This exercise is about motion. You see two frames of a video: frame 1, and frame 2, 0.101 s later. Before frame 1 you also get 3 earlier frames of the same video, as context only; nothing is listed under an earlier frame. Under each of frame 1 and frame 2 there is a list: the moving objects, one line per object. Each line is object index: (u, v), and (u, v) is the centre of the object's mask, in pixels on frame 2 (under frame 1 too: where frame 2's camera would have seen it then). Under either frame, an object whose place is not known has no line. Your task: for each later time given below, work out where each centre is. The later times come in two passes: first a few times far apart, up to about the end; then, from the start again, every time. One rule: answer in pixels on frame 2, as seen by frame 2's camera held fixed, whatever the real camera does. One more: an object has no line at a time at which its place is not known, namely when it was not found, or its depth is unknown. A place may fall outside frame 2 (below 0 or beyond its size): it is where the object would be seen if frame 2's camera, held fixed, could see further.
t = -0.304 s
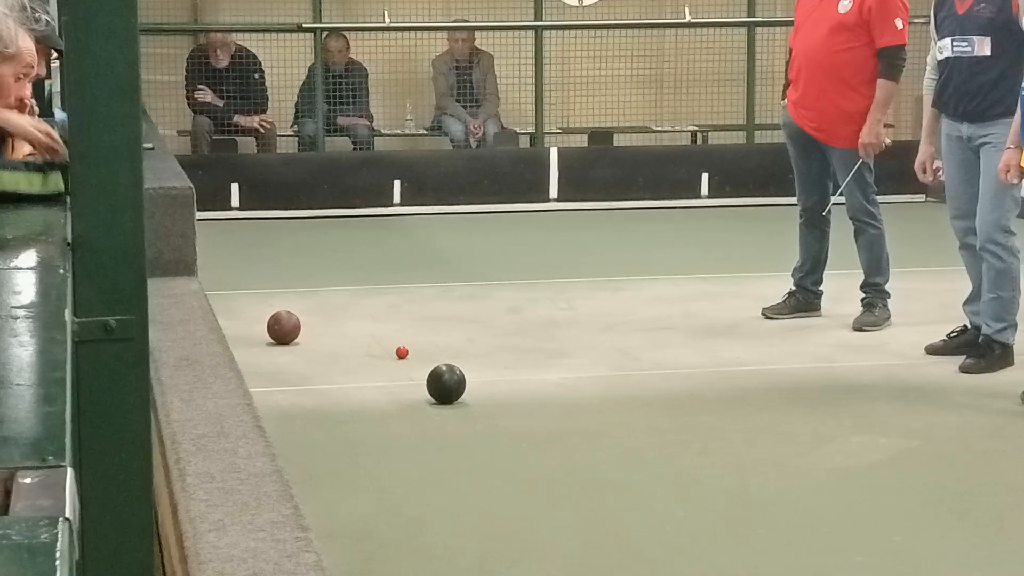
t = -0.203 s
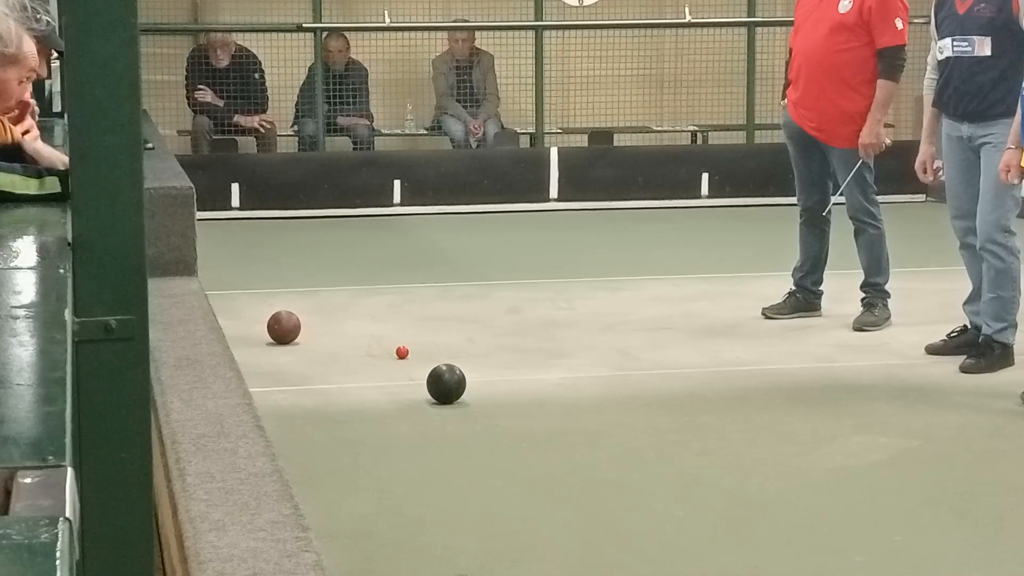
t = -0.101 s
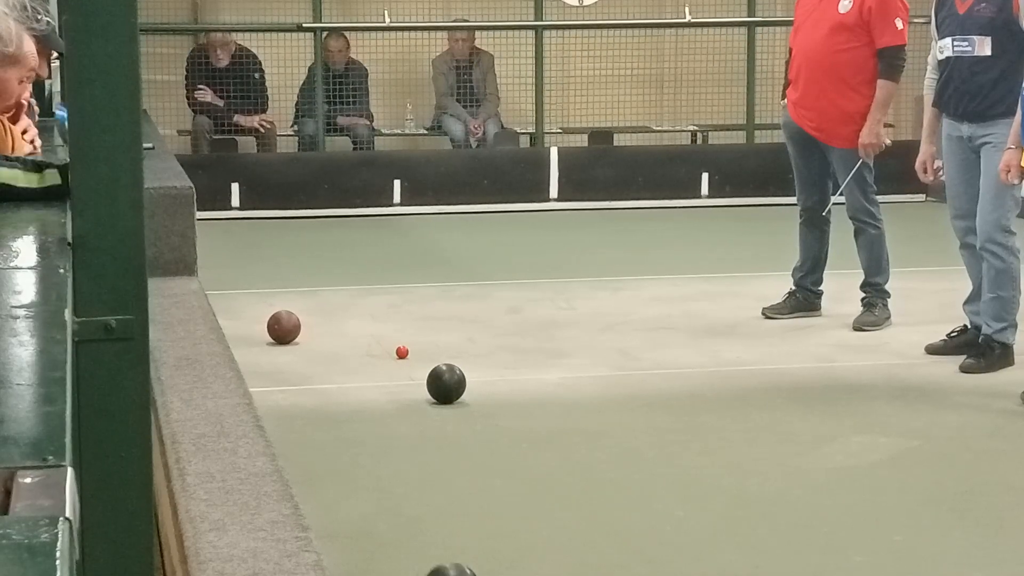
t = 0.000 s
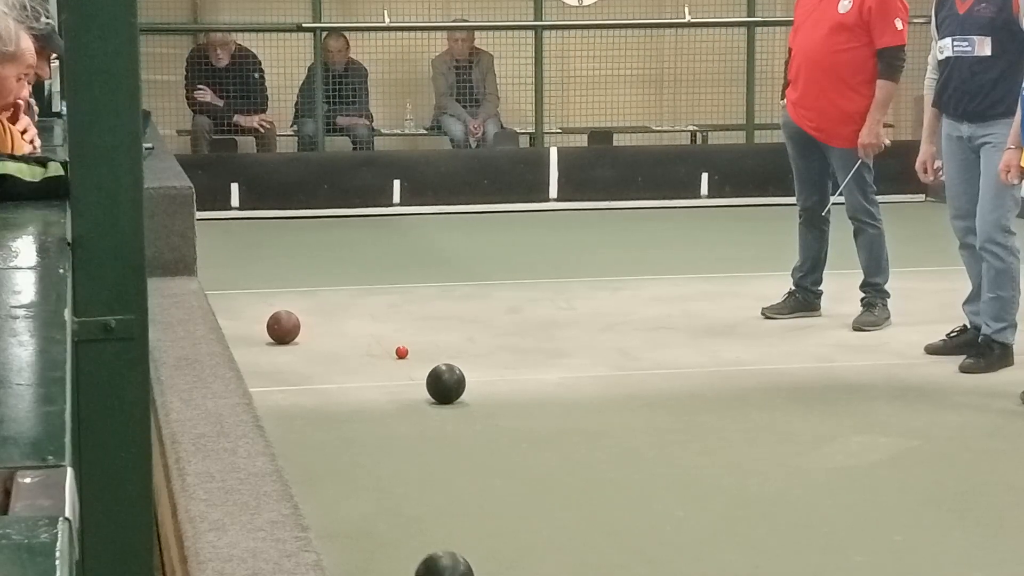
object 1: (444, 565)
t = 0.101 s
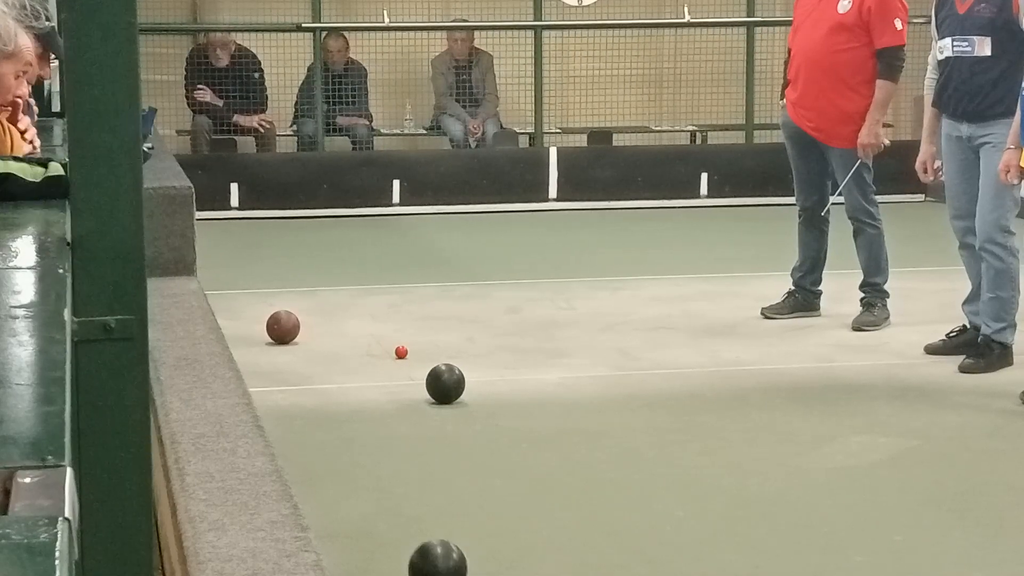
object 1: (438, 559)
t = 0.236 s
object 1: (430, 552)
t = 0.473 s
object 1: (419, 531)
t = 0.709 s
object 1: (410, 510)
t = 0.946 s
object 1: (402, 492)
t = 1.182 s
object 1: (396, 475)
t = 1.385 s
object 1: (391, 461)
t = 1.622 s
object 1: (388, 447)
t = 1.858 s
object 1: (385, 435)
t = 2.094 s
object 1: (382, 423)
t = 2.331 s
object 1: (380, 412)
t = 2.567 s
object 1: (378, 403)
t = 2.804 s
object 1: (376, 394)
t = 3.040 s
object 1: (374, 386)
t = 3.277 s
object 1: (374, 378)
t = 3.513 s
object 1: (374, 372)
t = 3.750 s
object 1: (374, 366)
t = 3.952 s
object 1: (374, 361)
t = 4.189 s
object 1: (373, 356)
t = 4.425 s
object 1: (370, 351)
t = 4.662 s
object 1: (368, 347)
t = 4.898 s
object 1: (366, 343)
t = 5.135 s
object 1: (364, 339)
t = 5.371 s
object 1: (363, 336)
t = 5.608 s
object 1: (361, 334)
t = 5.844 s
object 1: (360, 331)
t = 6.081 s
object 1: (359, 329)
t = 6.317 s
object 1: (359, 328)
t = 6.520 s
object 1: (360, 327)
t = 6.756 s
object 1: (362, 326)
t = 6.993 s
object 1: (364, 325)
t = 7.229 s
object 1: (366, 325)
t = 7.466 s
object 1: (366, 325)
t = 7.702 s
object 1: (366, 325)
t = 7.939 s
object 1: (366, 325)
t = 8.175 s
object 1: (366, 325)
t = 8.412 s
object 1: (366, 325)
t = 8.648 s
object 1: (366, 325)
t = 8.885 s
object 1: (366, 325)
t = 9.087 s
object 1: (366, 325)
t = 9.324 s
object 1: (366, 325)
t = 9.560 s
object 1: (366, 325)
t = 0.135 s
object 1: (436, 558)
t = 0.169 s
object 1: (434, 556)
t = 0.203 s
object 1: (432, 554)
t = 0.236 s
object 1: (430, 552)
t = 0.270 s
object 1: (429, 550)
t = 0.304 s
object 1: (427, 547)
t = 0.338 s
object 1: (426, 544)
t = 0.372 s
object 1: (424, 541)
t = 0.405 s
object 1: (422, 537)
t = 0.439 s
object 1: (420, 534)
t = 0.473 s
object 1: (419, 531)
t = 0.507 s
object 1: (417, 528)
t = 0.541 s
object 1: (416, 525)
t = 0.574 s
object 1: (415, 522)
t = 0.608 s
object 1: (413, 519)
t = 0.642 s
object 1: (412, 516)
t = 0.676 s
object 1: (411, 513)
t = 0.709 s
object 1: (410, 510)
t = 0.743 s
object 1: (409, 507)
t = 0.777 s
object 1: (408, 505)
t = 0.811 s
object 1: (407, 502)
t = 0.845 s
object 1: (405, 499)
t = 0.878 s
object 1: (404, 497)
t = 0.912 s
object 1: (403, 494)
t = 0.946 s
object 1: (402, 492)
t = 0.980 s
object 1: (401, 489)
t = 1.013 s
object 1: (400, 486)
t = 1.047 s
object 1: (399, 484)
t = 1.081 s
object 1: (398, 481)
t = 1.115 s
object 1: (397, 479)
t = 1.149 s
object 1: (397, 477)
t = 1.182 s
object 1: (396, 475)
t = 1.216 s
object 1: (395, 472)
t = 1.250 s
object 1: (394, 470)
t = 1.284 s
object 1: (393, 468)
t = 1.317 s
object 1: (393, 466)
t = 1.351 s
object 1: (392, 464)
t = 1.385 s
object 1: (391, 461)
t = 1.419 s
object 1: (391, 459)
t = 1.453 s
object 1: (390, 457)
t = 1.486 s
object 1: (389, 455)
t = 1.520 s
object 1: (389, 453)
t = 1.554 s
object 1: (388, 451)
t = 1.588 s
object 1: (388, 449)
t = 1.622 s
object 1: (388, 447)
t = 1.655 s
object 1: (387, 446)
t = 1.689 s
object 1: (387, 444)
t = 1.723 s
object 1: (386, 442)
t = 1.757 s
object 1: (386, 440)
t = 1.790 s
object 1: (385, 438)
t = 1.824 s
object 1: (385, 436)
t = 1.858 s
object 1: (385, 435)
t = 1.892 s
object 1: (384, 433)
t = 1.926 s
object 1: (384, 431)
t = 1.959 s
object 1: (384, 429)
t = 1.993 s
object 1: (383, 428)
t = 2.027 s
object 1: (383, 426)
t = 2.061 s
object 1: (383, 424)
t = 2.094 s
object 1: (382, 423)
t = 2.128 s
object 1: (382, 421)
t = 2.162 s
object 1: (382, 420)
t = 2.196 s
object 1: (381, 418)
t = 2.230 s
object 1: (381, 417)
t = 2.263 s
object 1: (381, 415)
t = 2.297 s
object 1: (380, 414)
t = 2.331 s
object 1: (380, 412)
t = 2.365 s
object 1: (380, 411)
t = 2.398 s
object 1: (379, 410)
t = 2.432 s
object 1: (379, 408)
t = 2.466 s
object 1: (378, 407)
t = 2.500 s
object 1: (378, 405)
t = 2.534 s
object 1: (378, 404)
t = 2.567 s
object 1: (378, 403)
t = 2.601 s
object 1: (377, 402)
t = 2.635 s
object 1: (377, 400)
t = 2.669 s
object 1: (377, 399)
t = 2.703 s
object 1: (376, 397)
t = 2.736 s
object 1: (376, 396)
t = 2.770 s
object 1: (376, 395)
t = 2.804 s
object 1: (376, 394)
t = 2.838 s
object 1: (375, 393)
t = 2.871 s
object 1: (375, 391)
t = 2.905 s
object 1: (375, 390)
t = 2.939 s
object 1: (375, 389)
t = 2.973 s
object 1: (375, 388)
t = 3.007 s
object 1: (375, 387)
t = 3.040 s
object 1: (374, 386)
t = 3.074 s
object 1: (374, 385)
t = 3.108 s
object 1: (374, 384)
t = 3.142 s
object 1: (374, 382)
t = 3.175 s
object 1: (374, 381)
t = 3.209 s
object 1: (374, 380)
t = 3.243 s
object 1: (374, 379)
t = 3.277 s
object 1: (374, 378)
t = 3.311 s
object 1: (374, 378)
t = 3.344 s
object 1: (374, 376)
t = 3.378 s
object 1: (374, 376)
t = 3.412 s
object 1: (374, 375)
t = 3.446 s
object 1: (374, 374)
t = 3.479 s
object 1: (374, 373)
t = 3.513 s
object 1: (374, 372)
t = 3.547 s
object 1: (374, 371)
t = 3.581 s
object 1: (374, 370)
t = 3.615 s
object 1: (374, 369)
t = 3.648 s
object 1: (374, 368)
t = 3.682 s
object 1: (374, 367)
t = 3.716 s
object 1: (374, 366)
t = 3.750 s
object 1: (374, 366)
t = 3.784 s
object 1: (374, 365)
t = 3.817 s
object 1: (375, 364)
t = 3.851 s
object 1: (375, 363)
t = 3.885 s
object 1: (375, 362)
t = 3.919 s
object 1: (375, 362)
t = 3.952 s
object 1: (374, 361)
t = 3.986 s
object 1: (374, 360)
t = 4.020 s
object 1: (374, 359)
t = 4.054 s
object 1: (374, 359)
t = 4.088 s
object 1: (374, 358)
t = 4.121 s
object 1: (373, 357)
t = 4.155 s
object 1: (373, 356)
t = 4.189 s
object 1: (373, 356)
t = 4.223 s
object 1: (373, 355)
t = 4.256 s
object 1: (372, 354)
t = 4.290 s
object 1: (372, 353)
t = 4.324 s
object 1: (372, 353)
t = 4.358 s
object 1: (371, 352)
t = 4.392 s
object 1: (371, 352)
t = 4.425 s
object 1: (370, 351)
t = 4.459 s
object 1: (370, 350)
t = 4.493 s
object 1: (370, 350)
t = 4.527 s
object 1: (369, 349)
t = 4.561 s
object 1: (369, 348)
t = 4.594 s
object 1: (369, 348)
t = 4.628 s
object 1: (368, 347)
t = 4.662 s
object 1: (368, 347)
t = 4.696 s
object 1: (368, 346)
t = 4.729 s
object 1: (368, 346)
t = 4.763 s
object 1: (367, 345)
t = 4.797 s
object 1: (367, 344)
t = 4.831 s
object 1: (367, 344)
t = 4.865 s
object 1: (366, 343)
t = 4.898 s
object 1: (366, 343)
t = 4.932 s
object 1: (366, 342)
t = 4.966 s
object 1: (366, 342)
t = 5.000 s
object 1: (365, 341)
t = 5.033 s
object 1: (365, 341)
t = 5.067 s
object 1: (365, 340)
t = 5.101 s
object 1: (365, 340)
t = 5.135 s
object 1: (364, 339)
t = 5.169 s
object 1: (364, 339)
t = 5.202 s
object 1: (364, 339)
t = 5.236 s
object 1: (364, 338)
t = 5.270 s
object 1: (364, 338)
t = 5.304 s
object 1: (363, 337)
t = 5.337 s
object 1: (363, 337)
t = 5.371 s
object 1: (363, 336)
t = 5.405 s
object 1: (363, 336)
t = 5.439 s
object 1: (362, 335)
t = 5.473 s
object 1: (362, 335)
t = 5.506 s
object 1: (362, 335)
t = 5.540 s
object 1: (362, 334)
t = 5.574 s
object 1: (361, 334)
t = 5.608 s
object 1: (361, 334)
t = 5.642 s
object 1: (361, 333)
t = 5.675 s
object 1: (361, 333)
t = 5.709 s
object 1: (361, 333)
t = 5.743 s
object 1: (361, 332)
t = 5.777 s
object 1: (360, 332)
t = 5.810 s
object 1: (360, 332)
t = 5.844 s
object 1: (360, 331)
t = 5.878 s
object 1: (360, 331)
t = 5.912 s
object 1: (360, 331)
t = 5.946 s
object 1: (359, 331)
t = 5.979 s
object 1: (359, 330)
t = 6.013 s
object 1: (359, 330)
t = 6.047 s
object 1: (359, 330)
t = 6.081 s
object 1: (359, 329)
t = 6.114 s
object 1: (359, 329)
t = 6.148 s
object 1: (359, 329)
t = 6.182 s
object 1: (359, 329)
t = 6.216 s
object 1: (359, 328)
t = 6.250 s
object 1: (359, 328)
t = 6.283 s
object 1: (359, 328)
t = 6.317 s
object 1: (359, 328)
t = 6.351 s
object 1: (359, 328)
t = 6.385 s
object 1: (359, 328)
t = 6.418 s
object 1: (359, 327)
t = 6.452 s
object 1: (359, 327)
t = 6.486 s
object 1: (360, 327)
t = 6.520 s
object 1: (360, 327)
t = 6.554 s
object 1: (360, 327)
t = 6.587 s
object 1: (360, 327)
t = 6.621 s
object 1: (361, 326)
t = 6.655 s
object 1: (361, 326)
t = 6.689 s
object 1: (361, 326)
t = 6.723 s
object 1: (361, 326)
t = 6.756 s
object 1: (362, 326)
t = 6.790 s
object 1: (362, 326)
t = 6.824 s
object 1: (362, 326)
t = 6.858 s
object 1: (363, 325)
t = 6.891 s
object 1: (363, 325)
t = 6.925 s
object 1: (363, 325)
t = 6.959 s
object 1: (363, 325)
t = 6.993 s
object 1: (364, 325)
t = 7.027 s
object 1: (364, 325)
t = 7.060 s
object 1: (364, 325)
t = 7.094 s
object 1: (364, 325)
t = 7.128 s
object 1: (365, 325)
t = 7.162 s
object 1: (365, 325)
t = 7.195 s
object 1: (365, 325)
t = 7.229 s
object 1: (366, 325)
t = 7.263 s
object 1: (366, 325)
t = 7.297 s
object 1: (366, 325)
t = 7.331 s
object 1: (366, 325)
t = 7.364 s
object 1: (366, 325)
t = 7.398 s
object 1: (367, 325)
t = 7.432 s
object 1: (367, 325)
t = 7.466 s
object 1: (366, 325)
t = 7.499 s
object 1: (366, 325)
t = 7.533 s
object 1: (366, 325)
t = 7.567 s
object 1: (366, 325)
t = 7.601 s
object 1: (366, 325)
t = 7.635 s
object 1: (366, 325)
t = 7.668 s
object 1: (366, 325)
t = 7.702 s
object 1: (366, 325)
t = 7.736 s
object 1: (366, 325)
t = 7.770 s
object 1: (366, 325)
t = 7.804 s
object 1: (366, 325)
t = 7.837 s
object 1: (366, 325)
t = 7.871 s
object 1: (366, 325)
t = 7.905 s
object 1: (366, 325)
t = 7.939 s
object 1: (366, 325)
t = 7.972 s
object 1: (366, 325)
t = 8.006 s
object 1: (366, 325)
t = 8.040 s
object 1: (366, 325)
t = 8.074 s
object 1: (366, 325)
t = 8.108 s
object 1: (366, 325)
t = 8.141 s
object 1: (366, 325)
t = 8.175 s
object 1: (366, 325)
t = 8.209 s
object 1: (366, 325)
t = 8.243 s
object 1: (366, 325)
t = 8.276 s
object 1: (366, 325)
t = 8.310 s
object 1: (366, 325)
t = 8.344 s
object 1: (366, 325)
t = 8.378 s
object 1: (366, 325)
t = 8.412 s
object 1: (366, 325)
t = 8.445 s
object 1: (366, 325)
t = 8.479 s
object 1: (366, 325)
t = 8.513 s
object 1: (366, 325)
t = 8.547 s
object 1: (366, 325)
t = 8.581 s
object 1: (366, 325)
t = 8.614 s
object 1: (366, 325)
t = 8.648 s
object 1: (366, 325)
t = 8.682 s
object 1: (366, 325)
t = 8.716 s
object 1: (366, 325)
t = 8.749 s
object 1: (366, 325)
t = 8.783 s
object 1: (366, 325)
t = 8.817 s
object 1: (366, 325)
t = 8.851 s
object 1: (366, 325)
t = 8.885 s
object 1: (366, 325)
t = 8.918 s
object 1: (366, 325)
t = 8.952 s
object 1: (366, 325)
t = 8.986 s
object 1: (366, 325)
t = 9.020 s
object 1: (366, 325)
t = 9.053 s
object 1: (366, 325)
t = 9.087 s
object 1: (366, 325)
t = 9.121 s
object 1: (366, 325)
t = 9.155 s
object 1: (366, 325)
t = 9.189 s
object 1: (366, 325)
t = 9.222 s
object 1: (366, 325)
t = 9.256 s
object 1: (366, 325)
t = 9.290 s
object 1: (366, 325)
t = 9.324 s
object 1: (366, 325)
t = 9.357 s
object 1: (366, 325)
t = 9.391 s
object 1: (366, 325)
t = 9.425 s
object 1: (366, 325)
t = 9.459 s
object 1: (366, 325)
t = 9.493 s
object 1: (366, 325)
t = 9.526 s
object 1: (366, 325)
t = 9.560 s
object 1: (366, 325)
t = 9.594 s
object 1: (366, 325)
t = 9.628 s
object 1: (366, 325)
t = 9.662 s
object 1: (366, 325)
